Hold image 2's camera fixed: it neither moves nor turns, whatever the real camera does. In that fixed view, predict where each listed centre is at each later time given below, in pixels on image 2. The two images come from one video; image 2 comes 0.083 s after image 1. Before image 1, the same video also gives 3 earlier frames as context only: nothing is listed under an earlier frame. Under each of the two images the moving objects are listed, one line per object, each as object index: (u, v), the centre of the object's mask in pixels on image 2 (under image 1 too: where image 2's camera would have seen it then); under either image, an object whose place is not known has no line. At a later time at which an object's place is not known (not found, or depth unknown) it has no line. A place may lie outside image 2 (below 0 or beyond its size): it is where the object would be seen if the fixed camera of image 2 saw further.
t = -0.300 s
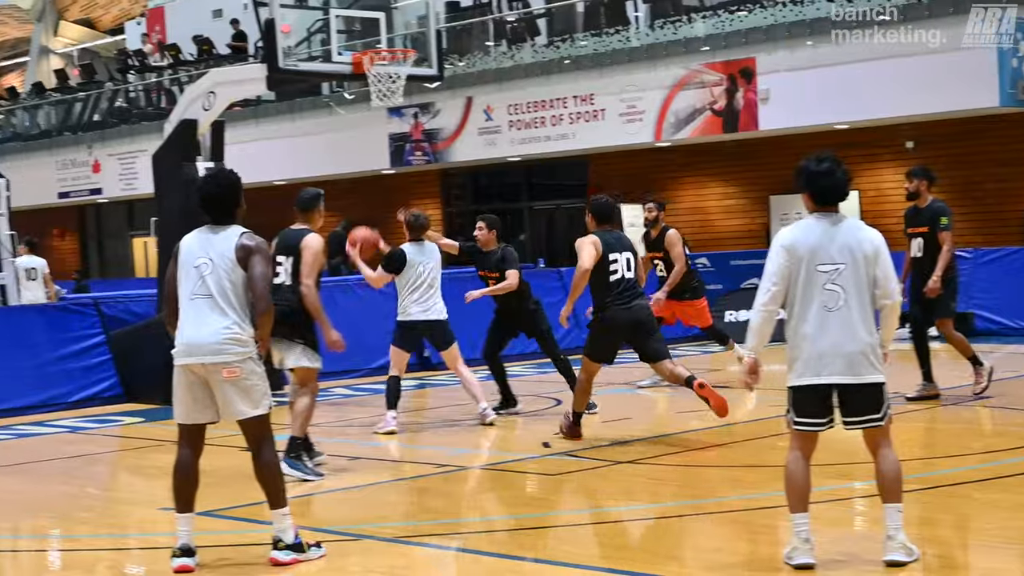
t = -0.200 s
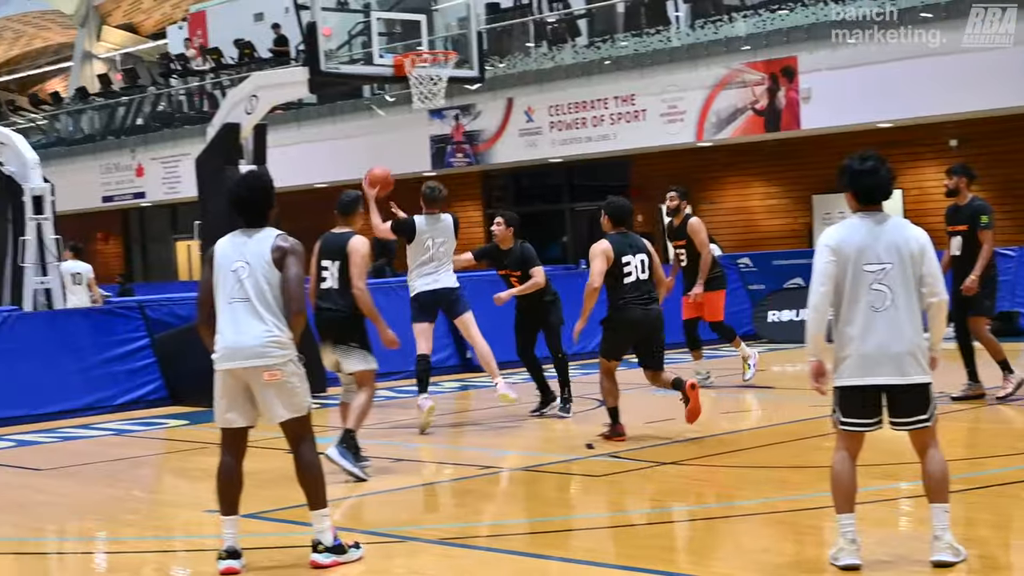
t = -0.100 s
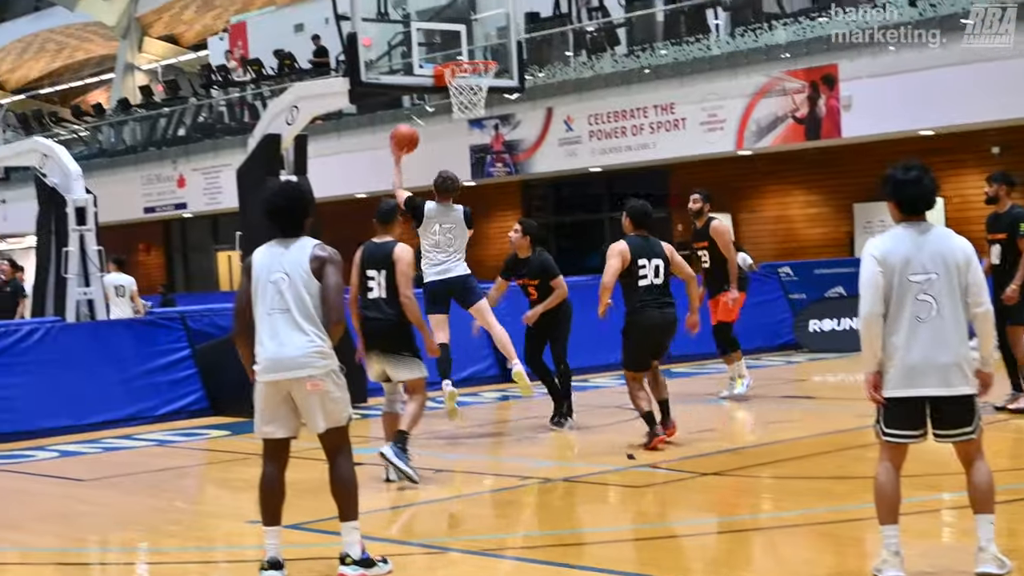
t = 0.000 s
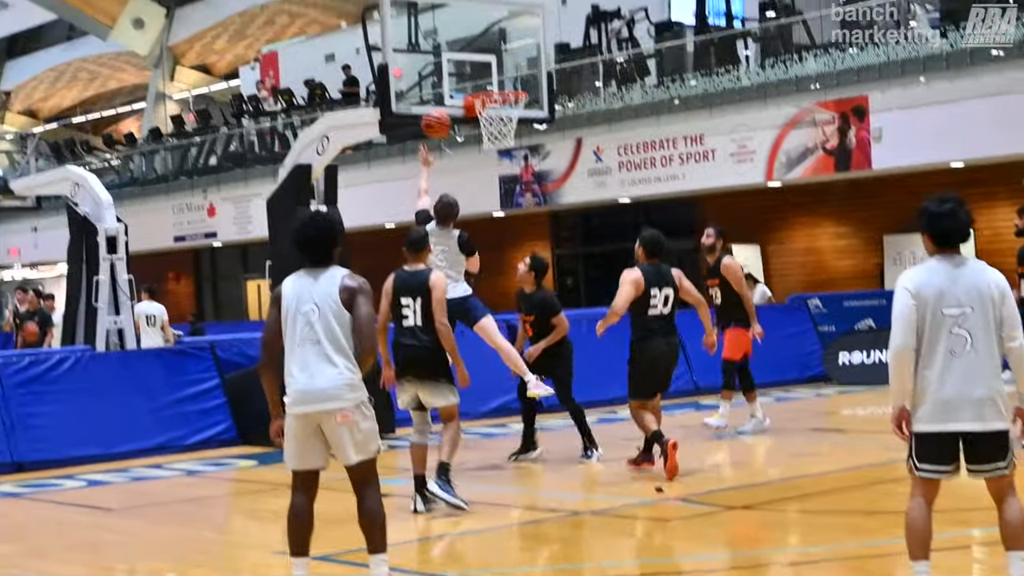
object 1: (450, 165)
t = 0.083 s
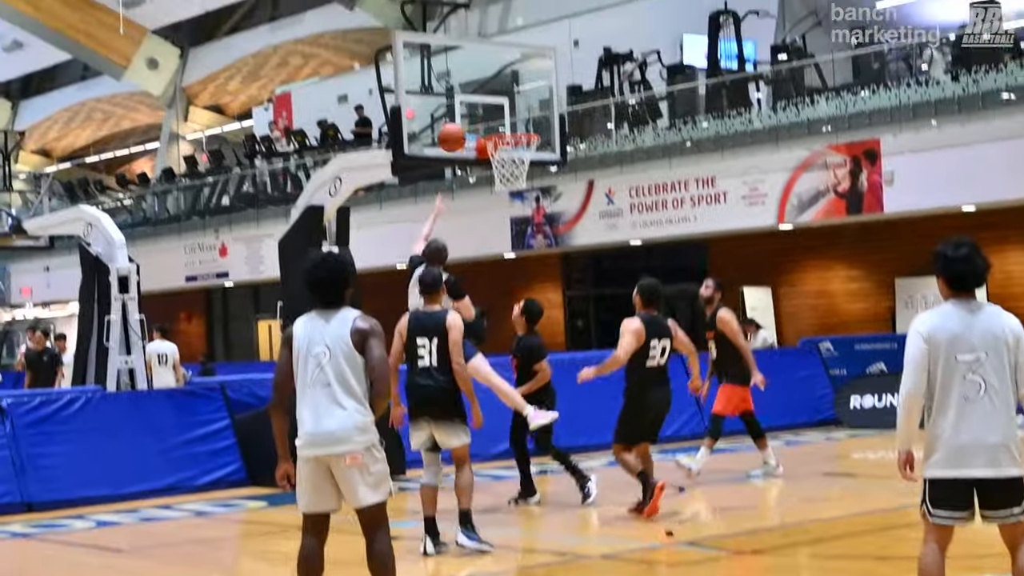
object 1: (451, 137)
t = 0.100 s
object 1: (452, 133)
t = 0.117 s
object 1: (452, 130)
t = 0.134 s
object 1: (454, 125)
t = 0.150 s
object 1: (454, 121)
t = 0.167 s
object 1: (455, 119)
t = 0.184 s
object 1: (455, 117)
